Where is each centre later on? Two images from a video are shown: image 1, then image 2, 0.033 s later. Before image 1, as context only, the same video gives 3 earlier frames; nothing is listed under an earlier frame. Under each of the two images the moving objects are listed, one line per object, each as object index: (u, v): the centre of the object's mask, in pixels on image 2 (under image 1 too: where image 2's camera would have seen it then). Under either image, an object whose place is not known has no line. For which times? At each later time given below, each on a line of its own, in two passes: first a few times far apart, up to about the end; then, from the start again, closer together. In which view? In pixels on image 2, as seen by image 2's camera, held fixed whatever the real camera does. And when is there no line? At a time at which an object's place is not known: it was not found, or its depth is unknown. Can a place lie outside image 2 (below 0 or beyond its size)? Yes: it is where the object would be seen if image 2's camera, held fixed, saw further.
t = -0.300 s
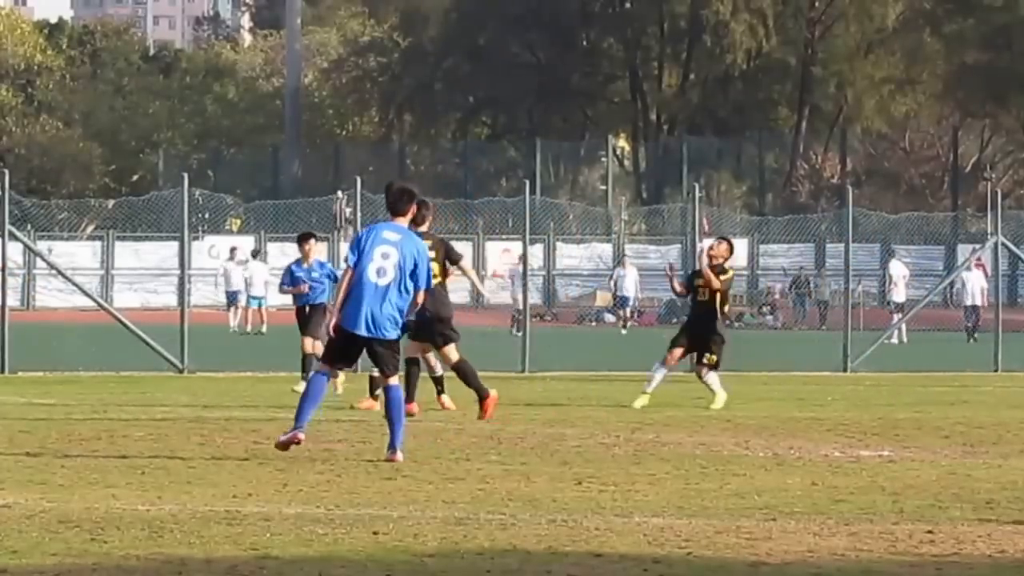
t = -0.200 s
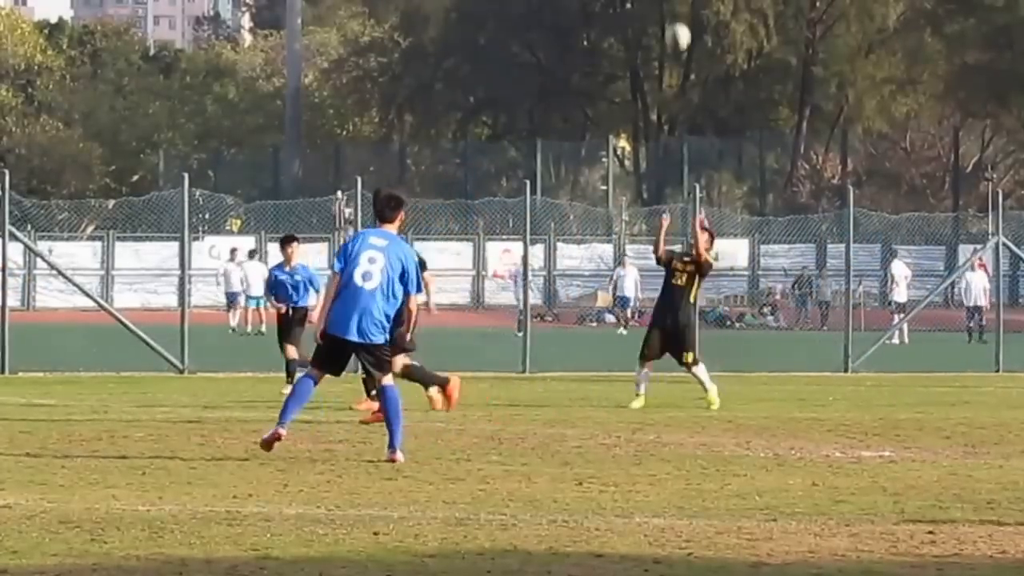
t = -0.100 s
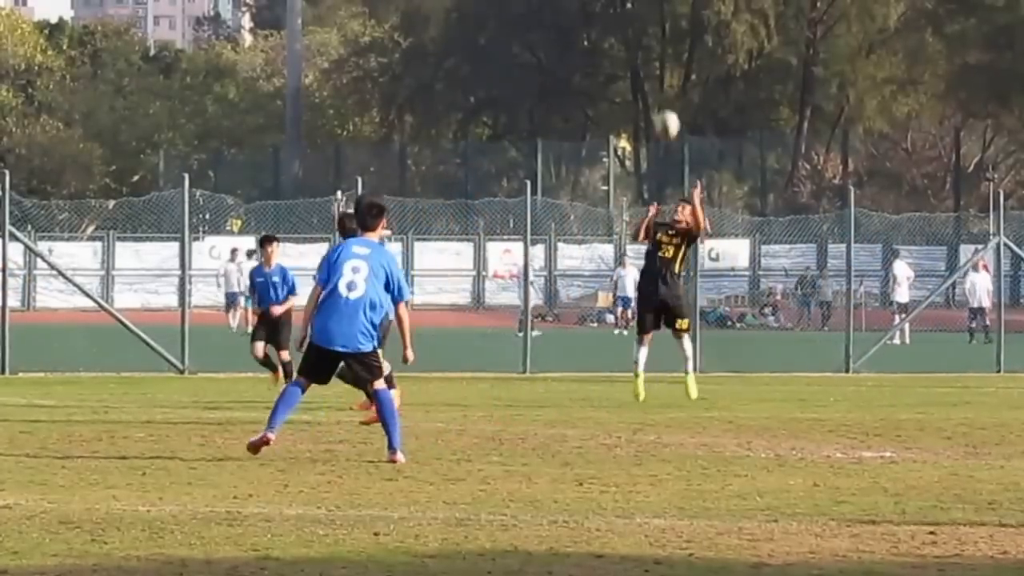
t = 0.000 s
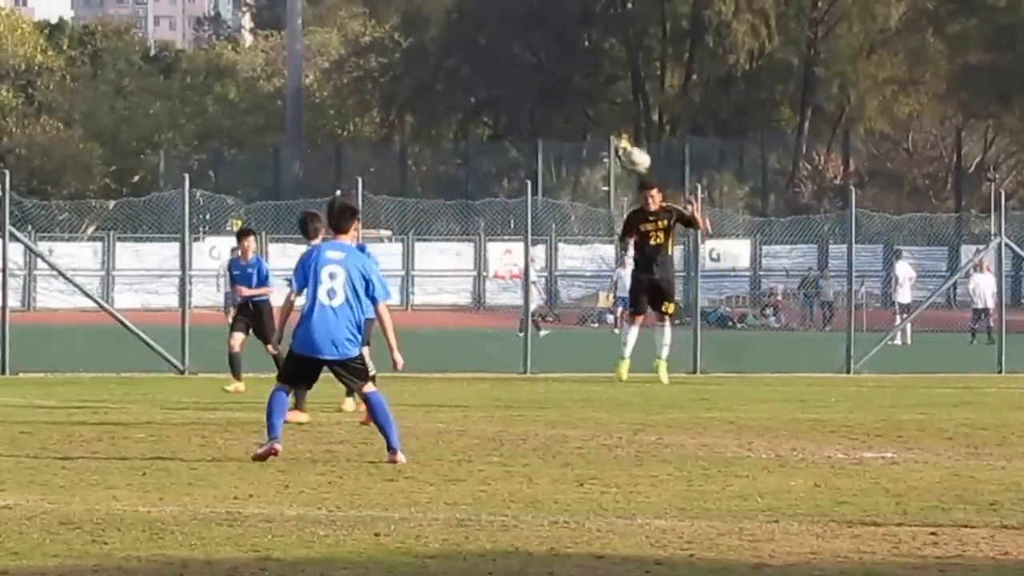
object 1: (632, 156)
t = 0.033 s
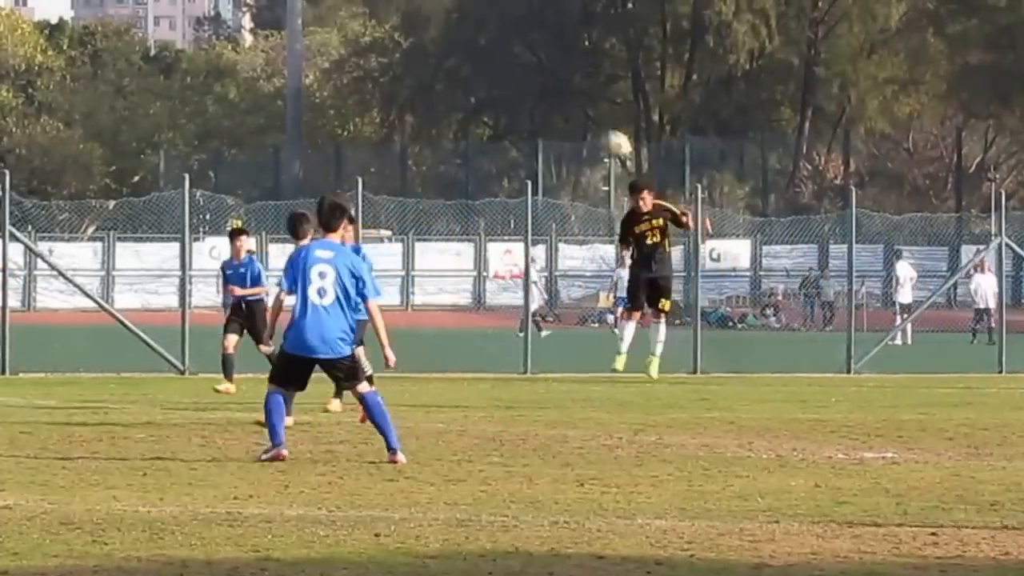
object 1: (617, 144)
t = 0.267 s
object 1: (459, 66)
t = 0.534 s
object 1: (259, 65)
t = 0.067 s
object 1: (594, 128)
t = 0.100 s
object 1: (573, 115)
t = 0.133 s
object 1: (551, 103)
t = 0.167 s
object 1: (528, 92)
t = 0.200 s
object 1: (505, 82)
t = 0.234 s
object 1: (482, 73)
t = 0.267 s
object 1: (459, 66)
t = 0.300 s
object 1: (435, 61)
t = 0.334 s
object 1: (412, 56)
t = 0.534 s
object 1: (259, 65)
